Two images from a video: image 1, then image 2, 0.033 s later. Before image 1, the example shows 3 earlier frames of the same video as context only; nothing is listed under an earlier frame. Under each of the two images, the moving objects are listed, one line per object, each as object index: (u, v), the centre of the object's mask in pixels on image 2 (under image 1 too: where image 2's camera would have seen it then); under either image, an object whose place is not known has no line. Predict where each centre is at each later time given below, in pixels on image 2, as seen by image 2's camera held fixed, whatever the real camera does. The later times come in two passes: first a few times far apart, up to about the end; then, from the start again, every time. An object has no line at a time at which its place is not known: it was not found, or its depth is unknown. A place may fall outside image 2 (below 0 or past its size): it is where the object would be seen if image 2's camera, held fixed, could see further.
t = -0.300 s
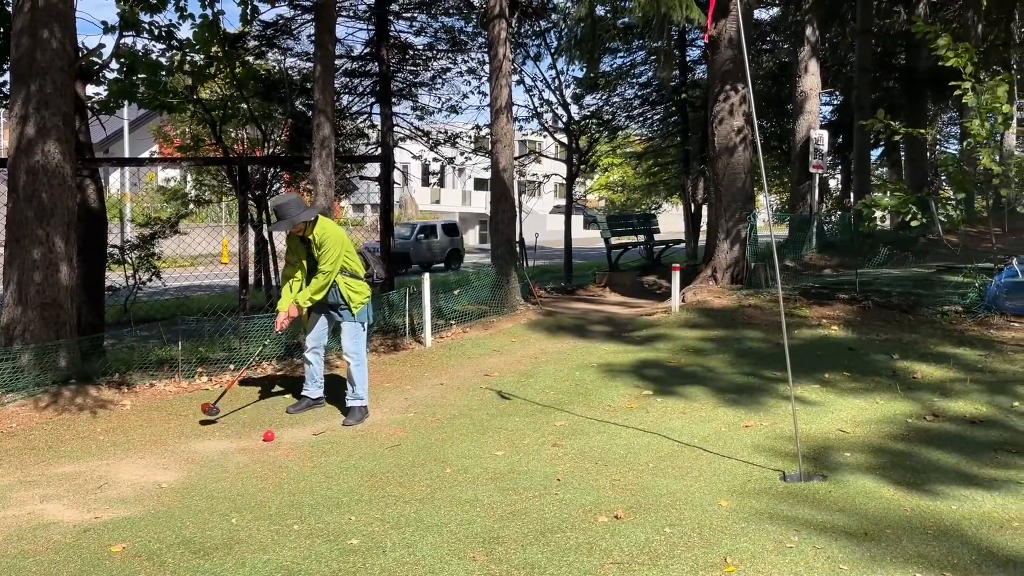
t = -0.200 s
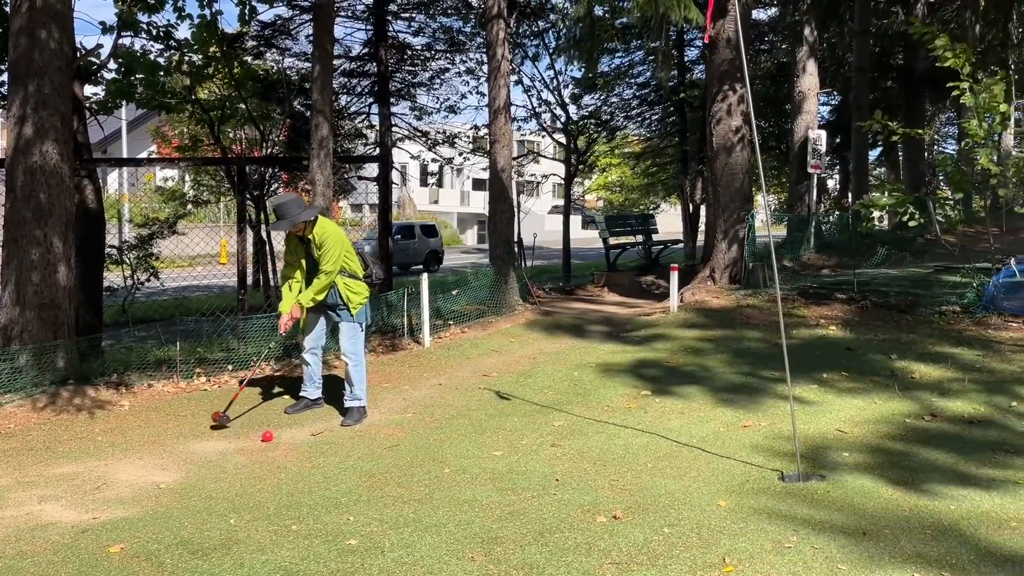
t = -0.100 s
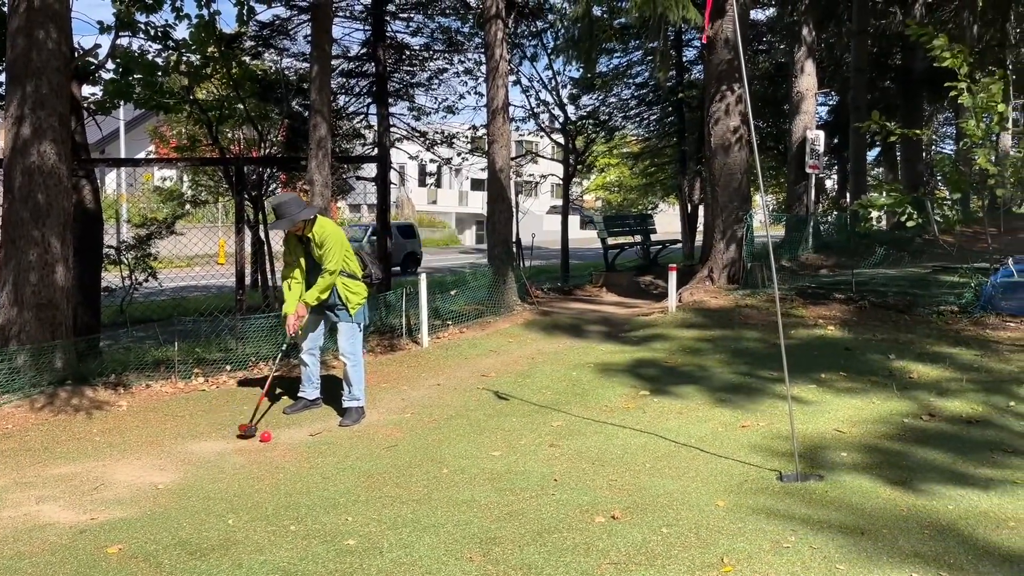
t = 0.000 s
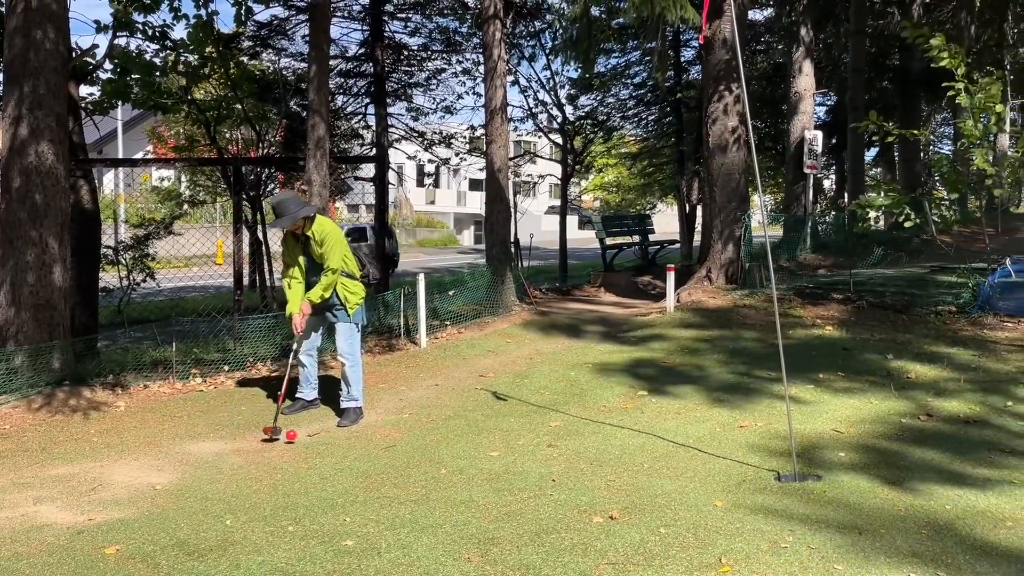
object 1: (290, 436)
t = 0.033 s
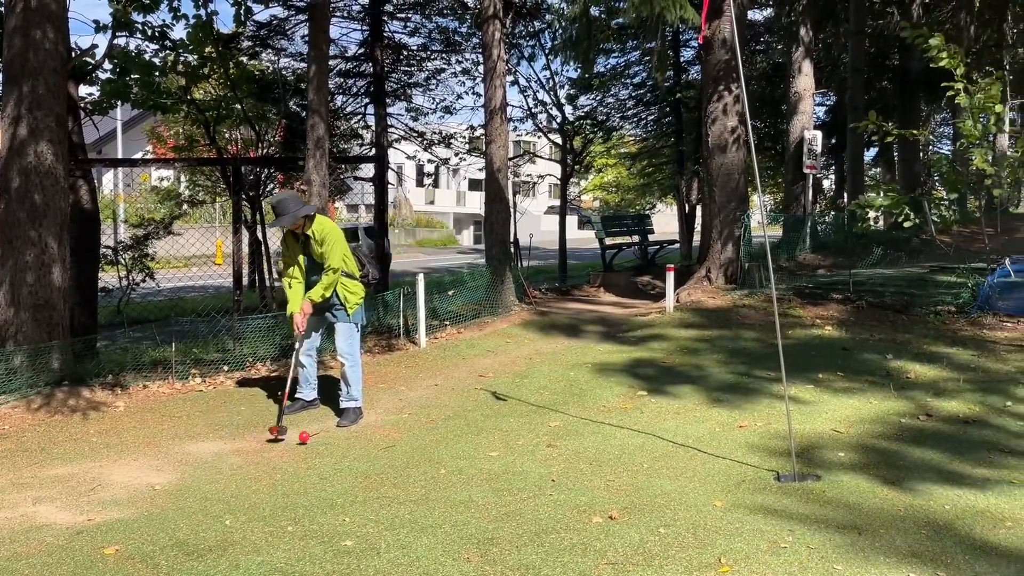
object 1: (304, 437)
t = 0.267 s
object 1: (385, 450)
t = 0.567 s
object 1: (477, 459)
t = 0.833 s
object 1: (554, 466)
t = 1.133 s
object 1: (634, 474)
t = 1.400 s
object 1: (697, 480)
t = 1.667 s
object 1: (754, 486)
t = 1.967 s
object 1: (800, 487)
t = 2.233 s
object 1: (823, 494)
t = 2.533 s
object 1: (825, 500)
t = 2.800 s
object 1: (811, 504)
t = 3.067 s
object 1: (794, 505)
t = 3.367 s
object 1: (780, 505)
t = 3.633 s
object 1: (777, 506)
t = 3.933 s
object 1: (777, 506)
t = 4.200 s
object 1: (777, 506)
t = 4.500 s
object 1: (778, 506)
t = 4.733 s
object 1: (777, 506)
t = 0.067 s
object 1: (317, 441)
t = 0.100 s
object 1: (330, 443)
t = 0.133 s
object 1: (341, 444)
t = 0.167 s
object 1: (352, 446)
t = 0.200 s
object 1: (363, 448)
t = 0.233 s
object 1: (374, 449)
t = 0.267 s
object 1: (385, 450)
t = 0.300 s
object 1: (395, 450)
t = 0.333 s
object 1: (407, 452)
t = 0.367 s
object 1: (417, 452)
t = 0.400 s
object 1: (427, 454)
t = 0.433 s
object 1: (437, 455)
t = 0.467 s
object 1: (447, 456)
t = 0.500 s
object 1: (457, 458)
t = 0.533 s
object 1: (467, 458)
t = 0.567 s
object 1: (477, 459)
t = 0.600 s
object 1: (487, 460)
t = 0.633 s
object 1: (496, 461)
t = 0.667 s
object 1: (506, 462)
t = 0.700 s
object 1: (516, 463)
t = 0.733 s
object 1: (525, 464)
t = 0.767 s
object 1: (535, 465)
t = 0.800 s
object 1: (544, 466)
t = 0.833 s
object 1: (554, 466)
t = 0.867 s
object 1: (563, 467)
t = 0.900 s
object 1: (572, 468)
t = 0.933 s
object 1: (581, 469)
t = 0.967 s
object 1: (590, 470)
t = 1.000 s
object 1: (599, 471)
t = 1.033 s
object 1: (608, 472)
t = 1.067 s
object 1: (617, 473)
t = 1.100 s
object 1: (626, 473)
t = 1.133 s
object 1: (634, 474)
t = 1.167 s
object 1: (643, 474)
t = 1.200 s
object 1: (651, 475)
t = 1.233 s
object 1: (659, 475)
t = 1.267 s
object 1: (667, 476)
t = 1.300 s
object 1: (675, 477)
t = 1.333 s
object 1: (683, 478)
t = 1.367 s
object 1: (690, 479)
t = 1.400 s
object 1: (697, 480)
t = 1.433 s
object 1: (705, 480)
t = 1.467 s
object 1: (712, 481)
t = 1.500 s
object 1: (720, 482)
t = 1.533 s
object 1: (726, 482)
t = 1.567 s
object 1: (733, 483)
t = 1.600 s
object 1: (740, 484)
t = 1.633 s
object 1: (747, 485)
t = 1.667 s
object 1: (754, 486)
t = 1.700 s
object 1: (760, 486)
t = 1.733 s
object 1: (766, 486)
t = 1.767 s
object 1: (772, 486)
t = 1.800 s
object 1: (777, 486)
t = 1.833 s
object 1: (782, 487)
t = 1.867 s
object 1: (787, 487)
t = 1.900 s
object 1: (792, 487)
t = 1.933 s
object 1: (796, 487)
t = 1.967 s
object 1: (800, 487)
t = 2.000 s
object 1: (803, 488)
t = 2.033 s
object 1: (807, 489)
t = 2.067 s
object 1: (810, 489)
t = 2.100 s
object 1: (813, 490)
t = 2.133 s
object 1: (816, 491)
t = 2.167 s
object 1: (819, 492)
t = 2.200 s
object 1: (821, 493)
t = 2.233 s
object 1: (823, 494)
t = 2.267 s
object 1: (825, 495)
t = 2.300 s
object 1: (826, 495)
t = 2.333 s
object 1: (826, 496)
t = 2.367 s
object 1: (827, 496)
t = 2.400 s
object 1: (827, 497)
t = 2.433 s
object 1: (827, 498)
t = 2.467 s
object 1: (826, 499)
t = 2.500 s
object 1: (826, 499)
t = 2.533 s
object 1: (825, 500)
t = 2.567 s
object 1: (824, 500)
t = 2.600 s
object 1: (823, 501)
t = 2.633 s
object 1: (821, 501)
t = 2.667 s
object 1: (820, 502)
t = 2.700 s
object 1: (818, 503)
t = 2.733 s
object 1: (816, 503)
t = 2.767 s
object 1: (814, 504)
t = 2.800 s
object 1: (811, 504)
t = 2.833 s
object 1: (809, 504)
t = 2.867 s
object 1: (807, 504)
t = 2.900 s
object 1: (805, 504)
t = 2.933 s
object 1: (803, 504)
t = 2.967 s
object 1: (801, 505)
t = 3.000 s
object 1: (800, 505)
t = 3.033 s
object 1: (797, 505)
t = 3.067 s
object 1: (794, 505)
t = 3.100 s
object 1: (793, 505)
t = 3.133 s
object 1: (791, 505)
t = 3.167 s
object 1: (789, 505)
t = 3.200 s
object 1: (786, 505)
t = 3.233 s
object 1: (785, 505)
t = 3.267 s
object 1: (784, 505)
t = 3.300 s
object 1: (782, 505)
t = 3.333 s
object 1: (781, 505)
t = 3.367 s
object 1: (780, 505)
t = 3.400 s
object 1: (780, 505)
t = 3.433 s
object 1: (779, 506)
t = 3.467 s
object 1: (778, 506)
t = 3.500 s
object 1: (777, 506)
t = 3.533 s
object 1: (777, 506)
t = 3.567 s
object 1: (776, 506)
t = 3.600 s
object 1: (777, 506)
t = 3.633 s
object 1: (777, 506)
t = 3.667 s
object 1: (777, 506)
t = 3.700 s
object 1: (777, 506)
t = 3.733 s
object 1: (777, 506)
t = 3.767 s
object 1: (777, 506)
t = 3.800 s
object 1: (777, 506)
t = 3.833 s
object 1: (777, 506)
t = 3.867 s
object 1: (777, 506)
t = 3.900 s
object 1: (777, 506)
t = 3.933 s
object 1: (777, 506)
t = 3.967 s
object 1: (777, 506)
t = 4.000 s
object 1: (777, 506)
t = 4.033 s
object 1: (777, 506)
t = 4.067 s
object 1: (777, 506)
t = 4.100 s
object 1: (777, 506)
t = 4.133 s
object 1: (777, 506)
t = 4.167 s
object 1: (777, 506)
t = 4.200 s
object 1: (777, 506)
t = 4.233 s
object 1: (777, 506)
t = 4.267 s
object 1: (777, 506)
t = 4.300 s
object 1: (777, 506)
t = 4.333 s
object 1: (777, 506)
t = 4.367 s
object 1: (777, 506)
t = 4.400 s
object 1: (777, 506)
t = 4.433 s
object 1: (777, 506)
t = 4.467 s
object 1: (777, 506)
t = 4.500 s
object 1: (778, 506)
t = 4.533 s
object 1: (777, 506)
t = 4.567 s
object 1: (777, 506)
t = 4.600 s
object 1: (777, 506)
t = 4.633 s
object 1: (777, 506)
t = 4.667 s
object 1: (777, 506)
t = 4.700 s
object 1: (777, 506)
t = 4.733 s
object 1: (777, 506)
